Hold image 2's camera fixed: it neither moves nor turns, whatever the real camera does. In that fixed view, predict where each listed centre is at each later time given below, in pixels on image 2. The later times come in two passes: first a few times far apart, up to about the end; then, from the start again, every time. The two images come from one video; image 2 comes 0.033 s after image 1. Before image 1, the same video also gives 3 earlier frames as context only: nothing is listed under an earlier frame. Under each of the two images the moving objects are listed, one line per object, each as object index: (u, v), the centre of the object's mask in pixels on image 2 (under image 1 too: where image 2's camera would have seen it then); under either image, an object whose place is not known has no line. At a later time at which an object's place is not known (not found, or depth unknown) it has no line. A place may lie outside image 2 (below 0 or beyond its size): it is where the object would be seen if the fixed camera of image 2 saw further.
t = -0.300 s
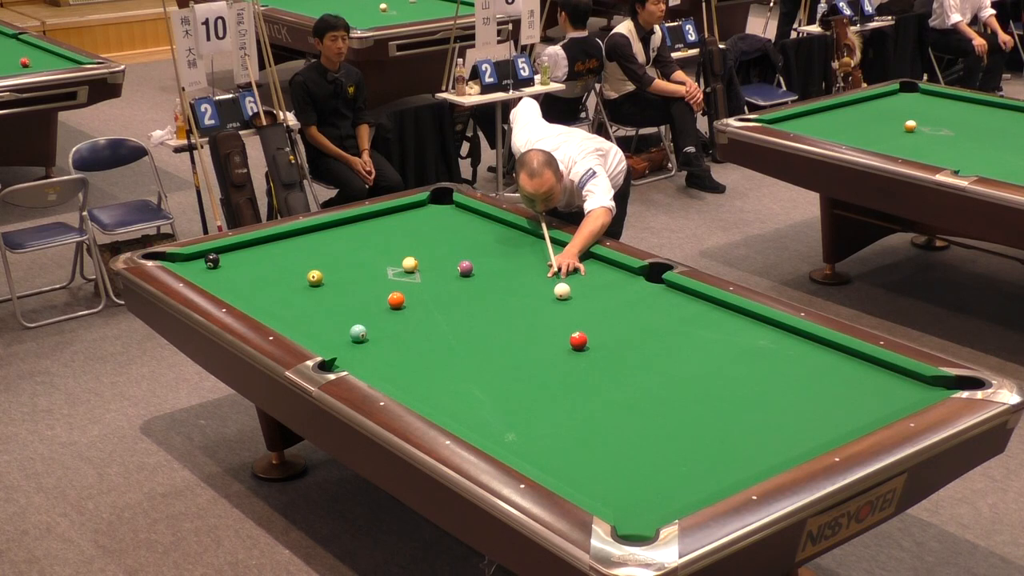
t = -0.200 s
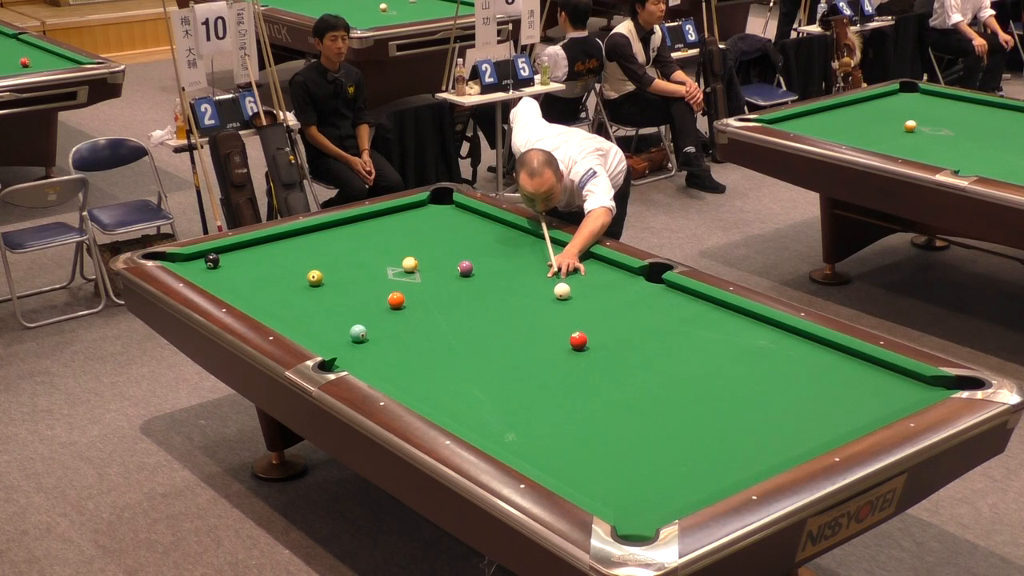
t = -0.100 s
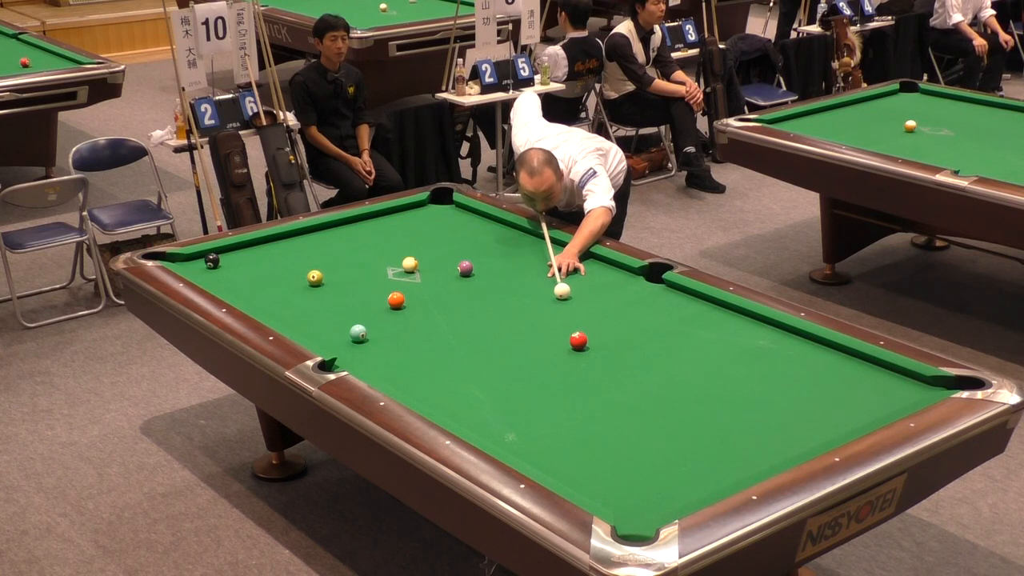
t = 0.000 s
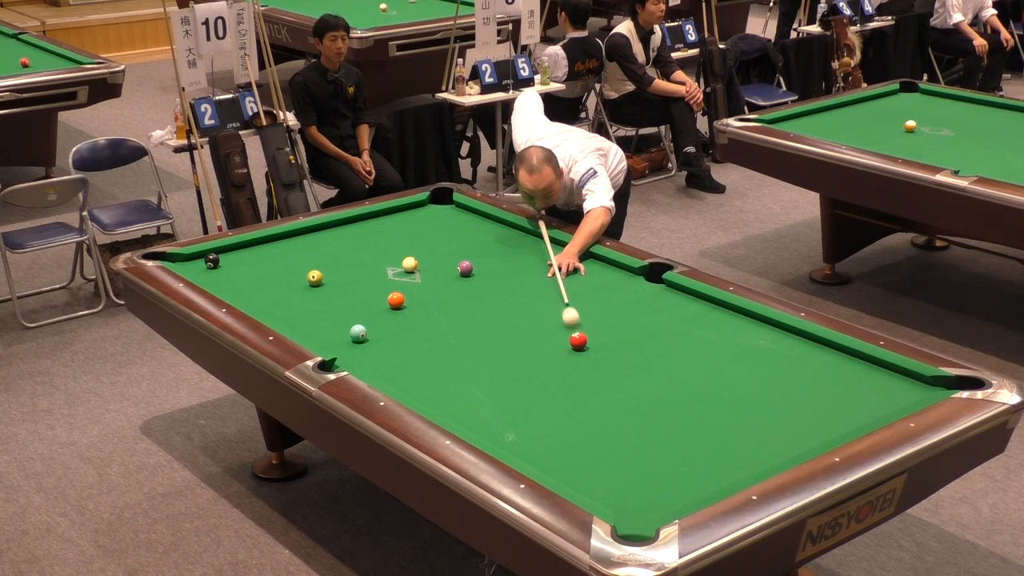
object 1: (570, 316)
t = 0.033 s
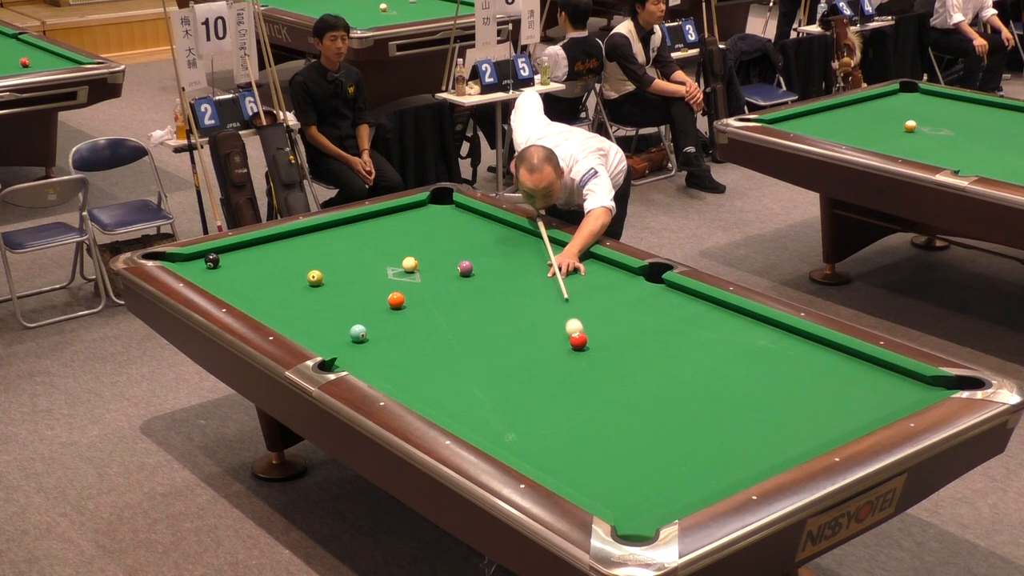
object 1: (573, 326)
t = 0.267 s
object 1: (573, 328)
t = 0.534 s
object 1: (569, 315)
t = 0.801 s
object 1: (565, 303)
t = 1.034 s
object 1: (561, 293)
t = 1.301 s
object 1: (558, 283)
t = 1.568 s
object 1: (555, 274)
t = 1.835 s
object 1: (552, 266)
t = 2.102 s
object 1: (549, 259)
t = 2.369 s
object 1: (547, 252)
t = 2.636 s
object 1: (545, 246)
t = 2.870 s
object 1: (543, 242)
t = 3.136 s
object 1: (540, 237)
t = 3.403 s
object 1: (533, 236)
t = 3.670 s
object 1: (527, 236)
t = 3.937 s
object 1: (522, 235)
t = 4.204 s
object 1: (519, 235)
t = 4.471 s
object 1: (518, 235)
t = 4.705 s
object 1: (518, 235)
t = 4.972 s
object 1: (518, 235)
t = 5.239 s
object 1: (518, 235)
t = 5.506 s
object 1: (518, 235)
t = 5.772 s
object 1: (518, 235)
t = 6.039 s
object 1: (518, 235)
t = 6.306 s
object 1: (518, 235)
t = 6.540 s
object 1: (518, 235)
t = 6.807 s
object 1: (518, 235)
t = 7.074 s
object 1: (518, 235)
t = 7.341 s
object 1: (518, 235)
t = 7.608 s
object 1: (518, 235)
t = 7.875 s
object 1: (518, 235)
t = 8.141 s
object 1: (518, 235)
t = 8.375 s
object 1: (518, 235)
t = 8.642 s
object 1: (518, 235)
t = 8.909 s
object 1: (518, 235)
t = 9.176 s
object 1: (518, 235)
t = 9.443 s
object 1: (518, 235)
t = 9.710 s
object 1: (518, 235)
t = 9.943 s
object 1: (518, 235)
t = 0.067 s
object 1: (575, 333)
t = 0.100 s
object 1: (576, 334)
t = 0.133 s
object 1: (575, 334)
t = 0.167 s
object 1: (575, 333)
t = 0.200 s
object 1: (575, 332)
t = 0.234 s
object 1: (574, 330)
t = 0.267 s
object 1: (573, 328)
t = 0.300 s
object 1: (573, 327)
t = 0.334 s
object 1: (572, 325)
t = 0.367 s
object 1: (572, 323)
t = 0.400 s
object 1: (571, 322)
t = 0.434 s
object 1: (570, 320)
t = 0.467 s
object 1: (570, 318)
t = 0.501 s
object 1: (569, 317)
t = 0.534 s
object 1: (569, 315)
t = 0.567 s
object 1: (568, 314)
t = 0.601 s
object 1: (568, 312)
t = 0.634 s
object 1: (567, 310)
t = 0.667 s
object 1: (567, 309)
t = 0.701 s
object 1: (566, 308)
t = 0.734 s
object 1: (566, 306)
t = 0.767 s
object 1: (565, 305)
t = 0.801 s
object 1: (565, 303)
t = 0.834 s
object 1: (564, 302)
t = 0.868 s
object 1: (564, 300)
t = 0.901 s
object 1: (563, 299)
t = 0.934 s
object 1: (562, 297)
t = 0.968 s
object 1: (562, 296)
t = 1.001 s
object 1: (562, 295)
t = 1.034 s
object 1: (561, 293)
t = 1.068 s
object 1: (561, 292)
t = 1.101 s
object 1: (560, 291)
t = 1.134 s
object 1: (560, 290)
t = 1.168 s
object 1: (560, 288)
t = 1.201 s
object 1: (559, 287)
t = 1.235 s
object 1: (559, 286)
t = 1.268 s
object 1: (558, 285)
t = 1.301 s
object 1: (558, 283)
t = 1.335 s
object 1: (557, 282)
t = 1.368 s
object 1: (557, 281)
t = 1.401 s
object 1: (557, 280)
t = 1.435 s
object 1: (556, 279)
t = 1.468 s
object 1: (556, 278)
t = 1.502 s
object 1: (555, 277)
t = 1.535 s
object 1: (555, 276)
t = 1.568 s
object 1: (555, 274)
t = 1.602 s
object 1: (554, 273)
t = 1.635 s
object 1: (554, 272)
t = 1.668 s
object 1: (553, 271)
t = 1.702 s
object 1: (553, 270)
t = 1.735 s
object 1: (553, 269)
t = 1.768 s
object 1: (552, 268)
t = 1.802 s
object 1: (552, 267)
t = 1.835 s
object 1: (552, 266)
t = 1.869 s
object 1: (551, 265)
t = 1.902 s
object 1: (551, 264)
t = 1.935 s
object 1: (551, 263)
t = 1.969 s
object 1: (550, 262)
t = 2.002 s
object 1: (550, 262)
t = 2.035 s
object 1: (550, 261)
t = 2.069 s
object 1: (549, 260)
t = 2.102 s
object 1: (549, 259)
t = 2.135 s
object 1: (549, 258)
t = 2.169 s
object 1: (548, 257)
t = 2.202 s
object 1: (548, 257)
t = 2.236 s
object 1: (548, 256)
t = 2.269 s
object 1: (548, 255)
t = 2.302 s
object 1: (547, 254)
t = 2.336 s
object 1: (547, 253)
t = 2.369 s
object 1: (547, 252)
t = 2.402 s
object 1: (546, 251)
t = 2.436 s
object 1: (546, 251)
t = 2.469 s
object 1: (546, 250)
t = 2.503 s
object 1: (546, 249)
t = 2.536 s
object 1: (545, 248)
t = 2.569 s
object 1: (545, 248)
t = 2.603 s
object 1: (545, 247)
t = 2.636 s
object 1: (545, 246)
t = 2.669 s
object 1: (544, 246)
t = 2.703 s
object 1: (544, 245)
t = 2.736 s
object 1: (544, 244)
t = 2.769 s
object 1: (544, 244)
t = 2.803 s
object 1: (544, 243)
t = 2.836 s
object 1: (543, 242)
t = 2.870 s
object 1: (543, 242)
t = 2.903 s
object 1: (543, 241)
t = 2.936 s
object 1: (543, 240)
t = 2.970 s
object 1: (542, 240)
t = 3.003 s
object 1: (542, 239)
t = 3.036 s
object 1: (542, 239)
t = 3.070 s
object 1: (542, 238)
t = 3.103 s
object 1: (541, 238)
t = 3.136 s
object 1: (540, 237)
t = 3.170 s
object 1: (539, 237)
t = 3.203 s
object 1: (538, 237)
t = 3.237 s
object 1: (537, 237)
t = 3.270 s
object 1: (536, 237)
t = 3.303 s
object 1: (536, 237)
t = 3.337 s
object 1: (535, 237)
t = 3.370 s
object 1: (534, 237)
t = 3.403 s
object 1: (533, 236)
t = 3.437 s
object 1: (532, 236)
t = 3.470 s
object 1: (531, 236)
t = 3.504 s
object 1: (530, 236)
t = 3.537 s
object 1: (530, 236)
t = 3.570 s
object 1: (529, 236)
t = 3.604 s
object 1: (528, 236)
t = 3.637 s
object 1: (527, 236)
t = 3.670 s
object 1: (527, 236)
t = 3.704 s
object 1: (526, 236)
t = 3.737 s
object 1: (525, 236)
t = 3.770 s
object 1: (525, 235)
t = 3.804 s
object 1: (524, 235)
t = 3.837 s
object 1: (524, 235)
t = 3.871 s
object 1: (523, 235)
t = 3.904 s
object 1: (523, 235)
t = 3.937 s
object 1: (522, 235)
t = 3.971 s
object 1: (522, 235)
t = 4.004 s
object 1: (521, 235)
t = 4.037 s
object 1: (521, 235)
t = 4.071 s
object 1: (521, 235)
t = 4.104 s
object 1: (520, 235)
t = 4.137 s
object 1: (520, 235)
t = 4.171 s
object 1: (520, 235)
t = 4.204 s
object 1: (519, 235)
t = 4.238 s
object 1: (519, 235)
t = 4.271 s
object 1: (519, 235)
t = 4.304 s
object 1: (519, 235)
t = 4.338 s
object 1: (518, 235)
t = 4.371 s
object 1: (518, 235)
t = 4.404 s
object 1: (518, 235)
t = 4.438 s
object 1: (518, 235)
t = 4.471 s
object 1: (518, 235)
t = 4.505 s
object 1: (518, 235)
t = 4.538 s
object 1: (518, 235)
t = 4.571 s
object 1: (518, 235)
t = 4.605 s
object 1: (518, 235)
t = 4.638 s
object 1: (518, 235)
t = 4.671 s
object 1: (518, 235)
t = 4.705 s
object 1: (518, 235)
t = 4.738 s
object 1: (518, 235)
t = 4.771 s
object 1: (518, 235)
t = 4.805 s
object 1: (518, 235)
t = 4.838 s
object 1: (518, 235)
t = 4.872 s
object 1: (518, 235)
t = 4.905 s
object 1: (518, 235)
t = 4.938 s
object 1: (518, 235)
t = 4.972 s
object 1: (518, 235)
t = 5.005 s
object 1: (518, 235)
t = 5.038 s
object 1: (518, 235)
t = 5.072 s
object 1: (518, 235)
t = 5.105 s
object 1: (518, 235)
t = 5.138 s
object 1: (518, 235)
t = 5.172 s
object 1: (518, 235)
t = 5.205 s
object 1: (518, 235)
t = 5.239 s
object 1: (518, 235)
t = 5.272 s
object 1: (518, 235)
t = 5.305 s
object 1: (518, 235)
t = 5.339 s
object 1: (518, 235)
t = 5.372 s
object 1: (518, 235)
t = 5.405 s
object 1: (518, 235)
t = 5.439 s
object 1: (518, 235)
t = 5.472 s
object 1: (518, 235)
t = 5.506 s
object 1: (518, 235)
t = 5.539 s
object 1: (518, 235)
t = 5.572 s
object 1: (518, 235)
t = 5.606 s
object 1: (518, 235)
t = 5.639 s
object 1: (518, 235)
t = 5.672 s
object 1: (518, 235)
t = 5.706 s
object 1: (518, 235)
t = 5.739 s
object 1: (518, 235)
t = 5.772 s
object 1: (518, 235)
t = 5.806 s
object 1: (518, 235)
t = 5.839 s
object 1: (518, 235)
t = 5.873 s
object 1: (518, 235)
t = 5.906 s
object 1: (518, 235)
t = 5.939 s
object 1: (518, 235)
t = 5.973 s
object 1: (518, 235)
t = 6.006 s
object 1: (518, 235)
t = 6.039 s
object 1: (518, 235)
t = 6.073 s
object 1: (518, 235)
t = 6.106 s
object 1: (518, 235)
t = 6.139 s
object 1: (518, 235)
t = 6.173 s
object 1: (518, 235)
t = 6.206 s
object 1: (518, 235)
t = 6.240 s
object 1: (518, 235)
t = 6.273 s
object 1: (518, 235)
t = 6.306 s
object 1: (518, 235)
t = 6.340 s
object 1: (518, 235)
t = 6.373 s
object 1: (518, 235)
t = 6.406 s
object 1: (518, 235)
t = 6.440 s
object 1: (518, 235)
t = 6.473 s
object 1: (518, 235)
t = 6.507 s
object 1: (518, 235)
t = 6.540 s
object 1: (518, 235)
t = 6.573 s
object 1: (518, 235)
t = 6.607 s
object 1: (518, 235)
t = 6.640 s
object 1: (518, 235)
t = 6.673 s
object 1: (518, 235)
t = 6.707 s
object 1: (518, 235)
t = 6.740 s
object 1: (518, 235)
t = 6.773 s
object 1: (518, 235)
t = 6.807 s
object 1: (518, 235)
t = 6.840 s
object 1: (518, 235)
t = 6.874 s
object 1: (518, 235)
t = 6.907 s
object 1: (518, 235)
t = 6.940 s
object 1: (518, 235)
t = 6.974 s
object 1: (518, 235)
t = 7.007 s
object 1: (518, 235)
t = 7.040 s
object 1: (518, 235)
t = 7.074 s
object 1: (518, 235)
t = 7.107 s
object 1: (518, 235)
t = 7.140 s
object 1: (518, 235)
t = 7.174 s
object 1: (518, 235)
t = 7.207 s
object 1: (518, 235)
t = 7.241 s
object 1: (518, 235)
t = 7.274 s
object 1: (518, 235)
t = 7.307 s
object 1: (518, 235)
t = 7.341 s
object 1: (518, 235)
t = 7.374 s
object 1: (518, 235)
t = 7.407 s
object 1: (518, 235)
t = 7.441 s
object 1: (518, 235)
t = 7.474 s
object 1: (518, 235)
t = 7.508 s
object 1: (518, 235)
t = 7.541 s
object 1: (518, 235)
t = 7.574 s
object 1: (518, 235)
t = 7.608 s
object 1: (518, 235)
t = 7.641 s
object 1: (518, 235)
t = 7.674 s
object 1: (518, 235)
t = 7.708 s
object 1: (518, 235)
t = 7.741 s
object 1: (518, 235)
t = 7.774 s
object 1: (518, 235)
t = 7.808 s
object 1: (518, 235)
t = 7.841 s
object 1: (518, 235)
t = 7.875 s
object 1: (518, 235)
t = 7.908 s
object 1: (518, 235)
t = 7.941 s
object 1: (518, 235)
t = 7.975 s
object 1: (518, 235)
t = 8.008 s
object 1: (518, 235)
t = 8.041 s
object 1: (518, 235)
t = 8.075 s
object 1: (518, 235)
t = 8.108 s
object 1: (518, 235)
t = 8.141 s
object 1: (518, 235)
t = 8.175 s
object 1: (518, 235)
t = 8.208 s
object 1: (518, 235)
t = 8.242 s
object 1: (518, 235)
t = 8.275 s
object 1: (518, 235)
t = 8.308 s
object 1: (518, 235)
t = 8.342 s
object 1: (518, 235)
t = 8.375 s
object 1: (518, 235)
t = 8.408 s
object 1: (518, 235)
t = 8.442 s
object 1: (518, 235)
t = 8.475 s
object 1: (518, 235)
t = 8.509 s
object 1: (518, 235)
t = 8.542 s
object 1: (518, 235)
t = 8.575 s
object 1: (518, 235)
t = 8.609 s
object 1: (518, 235)
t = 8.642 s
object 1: (518, 235)
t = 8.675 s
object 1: (518, 235)
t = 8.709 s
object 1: (518, 235)
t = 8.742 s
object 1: (518, 235)
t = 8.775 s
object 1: (518, 235)
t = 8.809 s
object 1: (518, 235)
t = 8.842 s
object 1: (518, 235)
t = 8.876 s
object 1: (518, 235)
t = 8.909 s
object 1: (518, 235)
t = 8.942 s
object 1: (518, 235)
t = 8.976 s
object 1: (518, 235)
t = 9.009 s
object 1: (518, 235)
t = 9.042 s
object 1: (518, 235)
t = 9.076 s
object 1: (518, 235)
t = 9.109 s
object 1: (518, 235)
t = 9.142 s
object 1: (518, 235)
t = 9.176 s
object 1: (518, 235)
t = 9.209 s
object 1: (518, 235)
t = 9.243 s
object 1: (518, 235)
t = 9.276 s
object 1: (518, 235)
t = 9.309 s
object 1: (518, 235)
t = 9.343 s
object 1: (518, 235)
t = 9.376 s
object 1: (518, 235)
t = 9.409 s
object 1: (518, 235)
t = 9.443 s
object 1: (518, 235)
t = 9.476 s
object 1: (518, 235)
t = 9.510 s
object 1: (518, 235)
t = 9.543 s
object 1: (518, 235)
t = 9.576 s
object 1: (518, 235)
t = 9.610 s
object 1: (518, 235)
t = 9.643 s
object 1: (518, 235)
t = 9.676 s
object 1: (518, 235)
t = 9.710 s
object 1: (518, 235)
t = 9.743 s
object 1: (518, 235)
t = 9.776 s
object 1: (518, 235)
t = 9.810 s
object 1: (518, 235)
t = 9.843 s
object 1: (518, 235)
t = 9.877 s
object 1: (518, 235)
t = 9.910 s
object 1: (518, 235)
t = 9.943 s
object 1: (518, 235)
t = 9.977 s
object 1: (518, 235)
